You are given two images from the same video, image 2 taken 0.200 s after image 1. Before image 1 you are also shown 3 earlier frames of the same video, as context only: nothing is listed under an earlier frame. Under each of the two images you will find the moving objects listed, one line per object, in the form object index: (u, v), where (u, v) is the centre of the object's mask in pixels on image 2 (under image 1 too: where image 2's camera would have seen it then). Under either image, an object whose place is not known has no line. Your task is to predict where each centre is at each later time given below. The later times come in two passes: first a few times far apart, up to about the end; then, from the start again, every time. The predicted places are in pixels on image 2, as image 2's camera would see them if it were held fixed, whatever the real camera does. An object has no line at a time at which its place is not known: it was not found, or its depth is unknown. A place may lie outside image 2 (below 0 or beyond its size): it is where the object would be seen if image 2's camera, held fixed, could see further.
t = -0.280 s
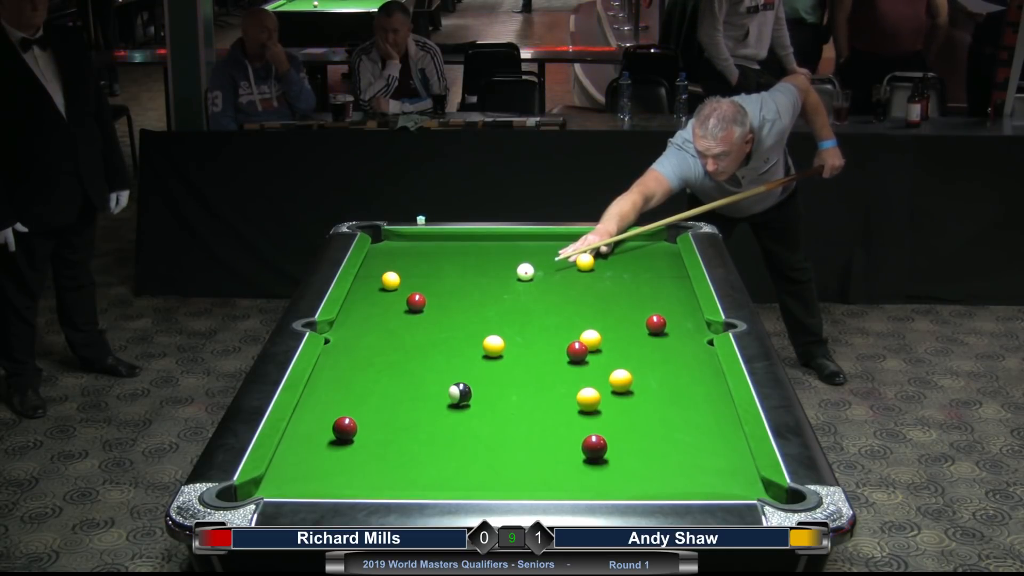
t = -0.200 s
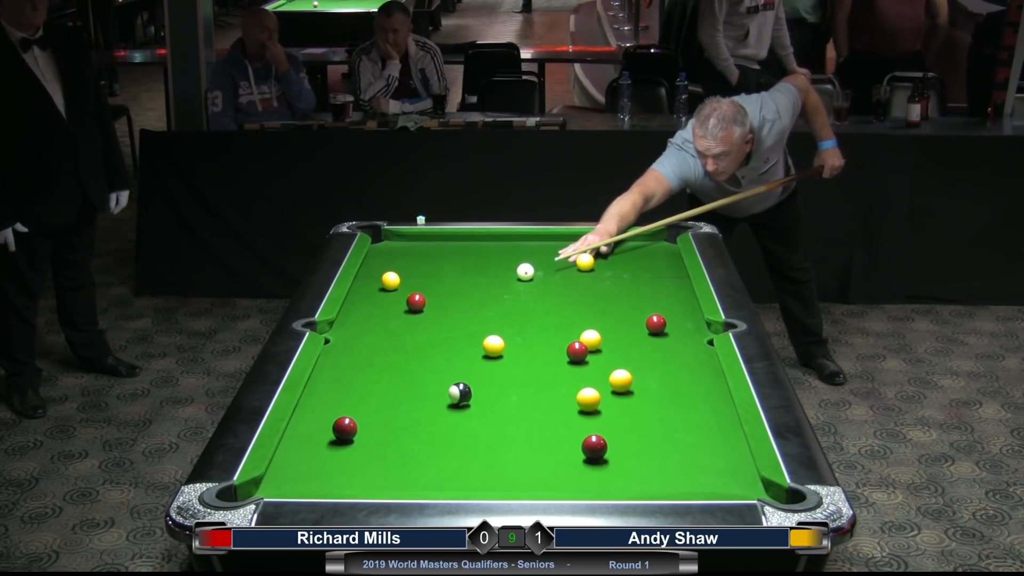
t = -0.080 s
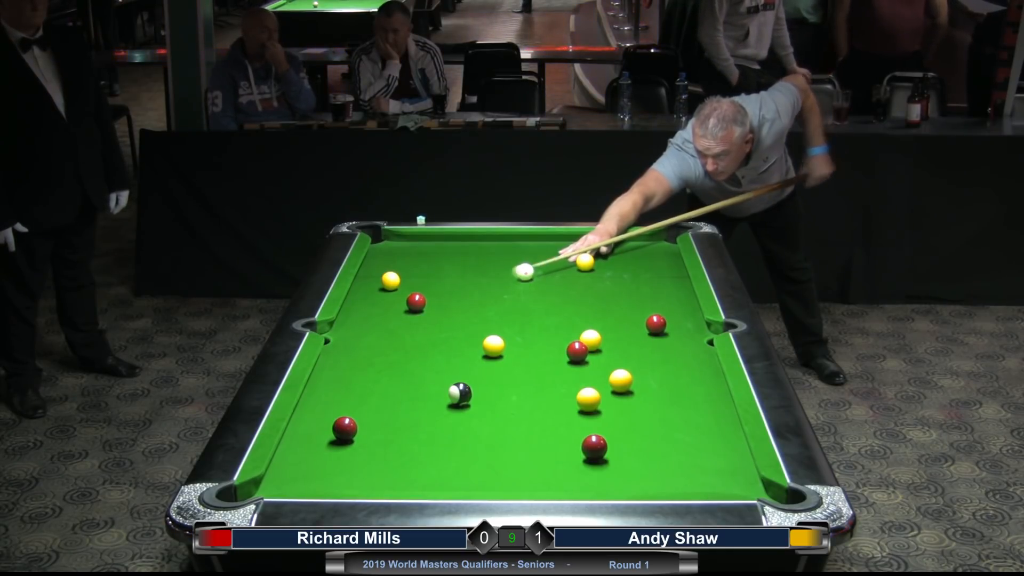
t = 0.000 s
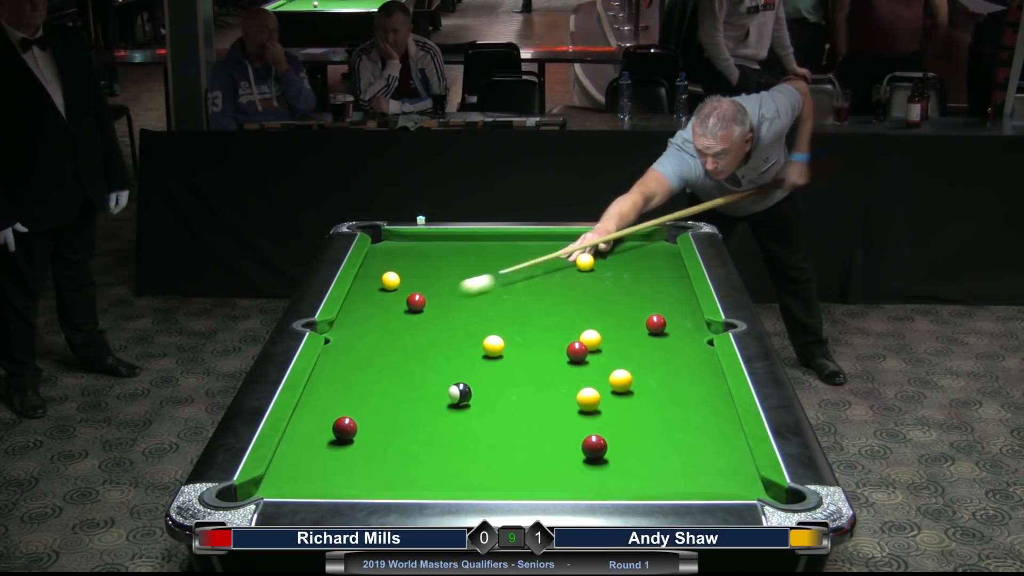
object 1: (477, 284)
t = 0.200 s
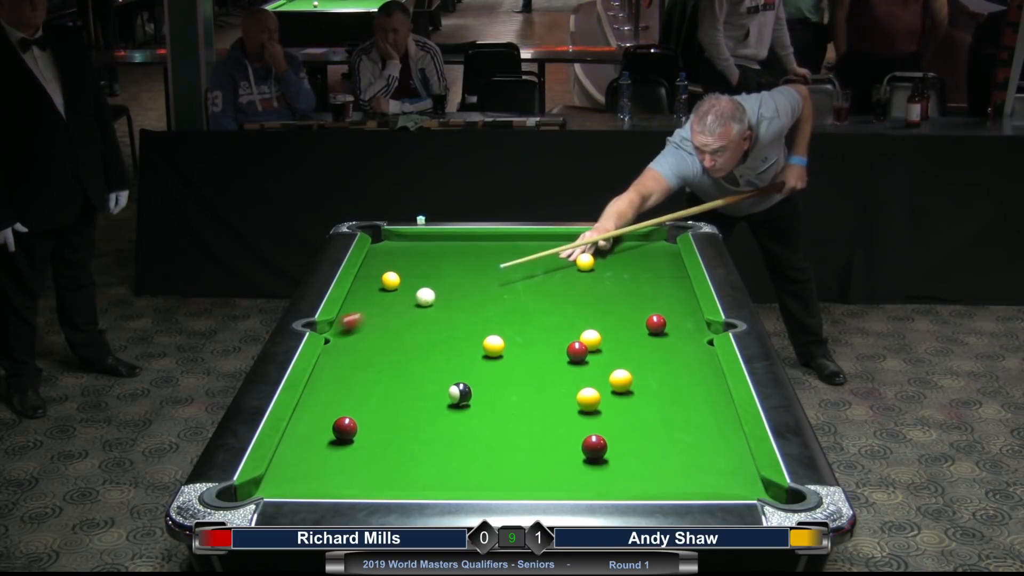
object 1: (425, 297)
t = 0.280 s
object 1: (416, 298)
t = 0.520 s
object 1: (381, 304)
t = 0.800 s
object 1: (352, 309)
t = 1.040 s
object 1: (366, 313)
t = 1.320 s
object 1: (382, 316)
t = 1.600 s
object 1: (395, 319)
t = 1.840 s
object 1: (405, 320)
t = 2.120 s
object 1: (414, 322)
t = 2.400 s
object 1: (420, 323)
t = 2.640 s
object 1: (424, 324)
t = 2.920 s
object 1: (426, 324)
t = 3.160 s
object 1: (426, 324)
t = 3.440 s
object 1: (426, 324)
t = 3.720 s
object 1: (426, 324)
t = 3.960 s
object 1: (426, 324)
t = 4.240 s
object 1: (426, 324)
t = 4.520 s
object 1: (426, 324)
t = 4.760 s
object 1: (426, 324)
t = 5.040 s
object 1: (426, 324)
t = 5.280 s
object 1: (426, 324)
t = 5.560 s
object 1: (426, 324)
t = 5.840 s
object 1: (426, 324)
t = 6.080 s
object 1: (426, 324)
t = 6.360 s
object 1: (426, 324)
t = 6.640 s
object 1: (426, 324)
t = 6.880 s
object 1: (426, 324)
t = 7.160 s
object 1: (426, 324)
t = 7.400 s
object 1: (426, 324)
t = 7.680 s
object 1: (426, 324)
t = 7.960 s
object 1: (426, 324)
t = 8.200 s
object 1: (426, 324)
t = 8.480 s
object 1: (426, 324)
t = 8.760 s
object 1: (426, 324)
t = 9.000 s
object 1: (426, 324)
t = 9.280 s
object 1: (426, 324)
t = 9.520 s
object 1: (426, 324)
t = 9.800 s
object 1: (426, 324)
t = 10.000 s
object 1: (426, 324)
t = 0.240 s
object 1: (421, 297)
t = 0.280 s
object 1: (416, 298)
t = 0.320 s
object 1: (410, 299)
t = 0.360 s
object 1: (405, 300)
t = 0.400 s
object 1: (399, 301)
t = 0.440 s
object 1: (393, 302)
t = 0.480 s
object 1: (387, 303)
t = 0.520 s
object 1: (381, 304)
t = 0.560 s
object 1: (376, 305)
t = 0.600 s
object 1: (370, 305)
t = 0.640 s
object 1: (365, 306)
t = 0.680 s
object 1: (359, 307)
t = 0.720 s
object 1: (354, 308)
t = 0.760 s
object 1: (349, 309)
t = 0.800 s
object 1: (352, 309)
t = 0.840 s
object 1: (354, 310)
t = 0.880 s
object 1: (357, 311)
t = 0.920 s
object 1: (359, 311)
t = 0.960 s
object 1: (362, 312)
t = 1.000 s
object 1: (364, 312)
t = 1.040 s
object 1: (366, 313)
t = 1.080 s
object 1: (369, 313)
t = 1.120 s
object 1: (371, 314)
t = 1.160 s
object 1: (373, 314)
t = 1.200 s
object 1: (375, 315)
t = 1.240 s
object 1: (377, 315)
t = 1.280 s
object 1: (380, 316)
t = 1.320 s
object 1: (382, 316)
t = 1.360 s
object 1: (384, 316)
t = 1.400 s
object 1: (386, 317)
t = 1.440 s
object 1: (388, 317)
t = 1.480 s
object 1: (390, 318)
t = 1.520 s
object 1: (392, 318)
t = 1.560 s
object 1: (394, 318)
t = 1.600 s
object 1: (395, 319)
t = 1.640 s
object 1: (397, 319)
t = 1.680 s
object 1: (399, 319)
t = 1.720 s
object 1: (400, 319)
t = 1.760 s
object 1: (402, 320)
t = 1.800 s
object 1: (404, 320)
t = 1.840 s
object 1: (405, 320)
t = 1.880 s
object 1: (407, 321)
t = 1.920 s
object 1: (408, 321)
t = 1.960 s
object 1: (409, 321)
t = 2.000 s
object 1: (410, 321)
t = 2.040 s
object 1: (411, 322)
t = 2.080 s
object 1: (412, 322)
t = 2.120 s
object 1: (414, 322)
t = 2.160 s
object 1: (415, 322)
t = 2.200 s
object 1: (416, 322)
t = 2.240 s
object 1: (417, 323)
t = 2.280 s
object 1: (417, 323)
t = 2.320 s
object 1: (418, 323)
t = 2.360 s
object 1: (419, 323)
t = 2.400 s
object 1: (420, 323)
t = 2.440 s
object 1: (421, 323)
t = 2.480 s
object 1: (421, 323)
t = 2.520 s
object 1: (422, 324)
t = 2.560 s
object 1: (423, 324)
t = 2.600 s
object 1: (423, 324)
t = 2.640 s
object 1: (424, 324)
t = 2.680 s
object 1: (424, 324)
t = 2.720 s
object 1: (425, 324)
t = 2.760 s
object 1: (425, 324)
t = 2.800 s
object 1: (425, 324)
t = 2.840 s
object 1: (426, 324)
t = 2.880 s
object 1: (426, 324)
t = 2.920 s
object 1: (426, 324)
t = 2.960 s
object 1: (426, 324)
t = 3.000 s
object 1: (426, 324)
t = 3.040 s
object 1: (426, 324)
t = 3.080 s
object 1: (426, 324)
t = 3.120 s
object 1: (426, 324)
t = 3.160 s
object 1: (426, 324)
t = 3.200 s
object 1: (426, 324)
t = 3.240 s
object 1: (426, 324)
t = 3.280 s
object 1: (426, 324)
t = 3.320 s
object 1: (426, 324)
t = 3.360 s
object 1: (426, 324)
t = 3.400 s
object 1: (426, 324)
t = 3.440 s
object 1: (426, 324)
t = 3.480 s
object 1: (426, 324)
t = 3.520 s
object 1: (426, 324)
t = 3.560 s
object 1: (426, 324)
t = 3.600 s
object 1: (426, 324)
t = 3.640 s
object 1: (426, 324)
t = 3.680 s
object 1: (426, 324)
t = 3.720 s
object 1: (426, 324)
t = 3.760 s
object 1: (426, 324)
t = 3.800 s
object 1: (426, 324)
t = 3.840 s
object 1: (426, 324)
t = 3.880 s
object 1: (426, 324)
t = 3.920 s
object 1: (426, 324)
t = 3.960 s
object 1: (426, 324)
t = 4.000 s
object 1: (426, 324)
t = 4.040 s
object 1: (426, 324)
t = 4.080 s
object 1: (426, 324)
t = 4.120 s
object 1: (426, 324)
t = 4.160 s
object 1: (426, 324)
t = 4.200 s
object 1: (426, 324)
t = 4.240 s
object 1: (426, 324)
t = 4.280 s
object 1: (426, 324)
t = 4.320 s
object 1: (426, 324)
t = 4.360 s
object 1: (426, 324)
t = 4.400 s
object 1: (426, 324)
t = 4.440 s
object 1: (426, 324)
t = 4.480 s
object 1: (426, 324)
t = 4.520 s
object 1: (426, 324)
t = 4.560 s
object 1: (426, 324)
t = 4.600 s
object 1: (426, 324)
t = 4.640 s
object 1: (426, 324)
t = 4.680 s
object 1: (426, 324)
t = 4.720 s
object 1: (426, 324)
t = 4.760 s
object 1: (426, 324)
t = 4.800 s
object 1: (426, 324)
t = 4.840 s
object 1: (426, 324)
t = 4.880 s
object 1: (426, 324)
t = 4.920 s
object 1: (426, 324)
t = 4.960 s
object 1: (426, 324)
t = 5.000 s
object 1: (426, 324)
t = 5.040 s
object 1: (426, 324)
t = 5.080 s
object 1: (426, 324)
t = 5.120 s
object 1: (426, 324)
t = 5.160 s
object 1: (426, 324)
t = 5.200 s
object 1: (426, 324)
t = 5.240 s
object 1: (426, 324)
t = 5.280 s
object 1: (426, 324)
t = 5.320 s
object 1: (426, 324)
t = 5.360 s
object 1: (426, 324)
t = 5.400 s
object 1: (426, 324)
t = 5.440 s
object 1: (426, 324)
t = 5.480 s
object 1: (426, 324)
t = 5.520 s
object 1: (426, 324)
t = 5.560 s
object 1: (426, 324)
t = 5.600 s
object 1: (426, 324)
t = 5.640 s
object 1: (426, 324)
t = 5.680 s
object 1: (426, 324)
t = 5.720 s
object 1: (426, 324)
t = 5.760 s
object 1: (426, 324)
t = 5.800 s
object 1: (426, 324)
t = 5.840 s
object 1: (426, 324)
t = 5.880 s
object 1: (426, 324)
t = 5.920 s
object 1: (426, 324)
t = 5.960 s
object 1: (426, 324)
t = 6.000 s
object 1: (426, 324)
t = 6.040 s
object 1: (426, 324)
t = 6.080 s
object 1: (426, 324)
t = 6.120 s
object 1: (426, 324)
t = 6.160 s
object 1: (426, 324)
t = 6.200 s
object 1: (426, 324)
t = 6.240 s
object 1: (426, 324)
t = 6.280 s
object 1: (426, 324)
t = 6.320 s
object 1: (426, 324)
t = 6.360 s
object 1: (426, 324)
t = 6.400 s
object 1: (426, 324)
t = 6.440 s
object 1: (426, 324)
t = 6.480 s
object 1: (426, 324)
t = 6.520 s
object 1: (426, 324)
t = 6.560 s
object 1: (426, 324)
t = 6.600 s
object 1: (426, 324)
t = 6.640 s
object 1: (426, 324)
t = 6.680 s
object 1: (426, 324)
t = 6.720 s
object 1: (426, 324)
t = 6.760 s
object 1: (426, 324)
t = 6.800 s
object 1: (426, 324)
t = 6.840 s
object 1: (426, 324)
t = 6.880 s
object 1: (426, 324)
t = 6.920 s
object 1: (426, 324)
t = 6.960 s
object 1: (426, 324)
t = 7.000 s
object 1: (426, 324)
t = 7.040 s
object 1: (426, 324)
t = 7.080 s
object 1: (426, 324)
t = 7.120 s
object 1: (426, 324)
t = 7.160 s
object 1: (426, 324)
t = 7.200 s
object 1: (426, 324)
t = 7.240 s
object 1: (426, 324)
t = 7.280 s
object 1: (426, 324)
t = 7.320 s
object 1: (426, 324)
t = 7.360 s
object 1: (426, 324)
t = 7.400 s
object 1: (426, 324)
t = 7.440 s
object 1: (426, 324)
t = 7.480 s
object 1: (426, 324)
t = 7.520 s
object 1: (426, 324)
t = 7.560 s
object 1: (426, 324)
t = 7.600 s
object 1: (426, 324)
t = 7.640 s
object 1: (426, 324)
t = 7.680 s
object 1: (426, 324)
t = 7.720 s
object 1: (426, 324)
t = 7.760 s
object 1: (426, 324)
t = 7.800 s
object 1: (426, 324)
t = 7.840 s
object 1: (426, 324)
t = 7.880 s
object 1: (426, 324)
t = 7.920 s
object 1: (426, 324)
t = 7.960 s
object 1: (426, 324)
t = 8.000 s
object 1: (426, 324)
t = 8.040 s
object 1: (426, 324)
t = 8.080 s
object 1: (426, 324)
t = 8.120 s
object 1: (426, 324)
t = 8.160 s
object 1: (426, 324)
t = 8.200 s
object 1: (426, 324)
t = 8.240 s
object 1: (426, 324)
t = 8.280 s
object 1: (426, 324)
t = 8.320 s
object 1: (426, 324)
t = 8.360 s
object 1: (426, 324)
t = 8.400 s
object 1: (426, 324)
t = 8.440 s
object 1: (426, 324)
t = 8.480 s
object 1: (426, 324)
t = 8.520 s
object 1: (426, 324)
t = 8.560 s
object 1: (426, 324)
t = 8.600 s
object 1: (426, 324)
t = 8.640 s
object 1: (426, 324)
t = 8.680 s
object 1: (426, 324)
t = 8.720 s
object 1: (426, 324)
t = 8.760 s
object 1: (426, 324)
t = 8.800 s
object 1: (426, 324)
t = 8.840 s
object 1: (426, 324)
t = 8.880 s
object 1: (426, 324)
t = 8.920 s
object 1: (426, 324)
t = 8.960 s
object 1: (426, 324)
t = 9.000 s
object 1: (426, 324)
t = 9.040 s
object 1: (426, 324)
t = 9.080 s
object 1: (426, 324)
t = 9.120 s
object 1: (426, 324)
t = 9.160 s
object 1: (426, 324)
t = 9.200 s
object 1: (426, 324)
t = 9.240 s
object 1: (426, 324)
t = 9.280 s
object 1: (426, 324)
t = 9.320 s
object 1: (426, 324)
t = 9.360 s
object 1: (426, 324)
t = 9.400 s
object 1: (426, 324)
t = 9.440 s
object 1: (426, 324)
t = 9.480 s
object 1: (426, 324)
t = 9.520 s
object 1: (426, 324)
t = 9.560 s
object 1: (426, 324)
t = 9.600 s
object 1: (426, 324)
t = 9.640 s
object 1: (426, 324)
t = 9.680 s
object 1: (426, 324)
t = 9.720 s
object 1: (426, 324)
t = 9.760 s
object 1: (426, 324)
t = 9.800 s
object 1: (426, 324)
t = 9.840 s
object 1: (426, 324)
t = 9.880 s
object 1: (426, 324)
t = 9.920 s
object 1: (426, 324)
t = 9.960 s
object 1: (426, 324)
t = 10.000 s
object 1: (426, 324)
